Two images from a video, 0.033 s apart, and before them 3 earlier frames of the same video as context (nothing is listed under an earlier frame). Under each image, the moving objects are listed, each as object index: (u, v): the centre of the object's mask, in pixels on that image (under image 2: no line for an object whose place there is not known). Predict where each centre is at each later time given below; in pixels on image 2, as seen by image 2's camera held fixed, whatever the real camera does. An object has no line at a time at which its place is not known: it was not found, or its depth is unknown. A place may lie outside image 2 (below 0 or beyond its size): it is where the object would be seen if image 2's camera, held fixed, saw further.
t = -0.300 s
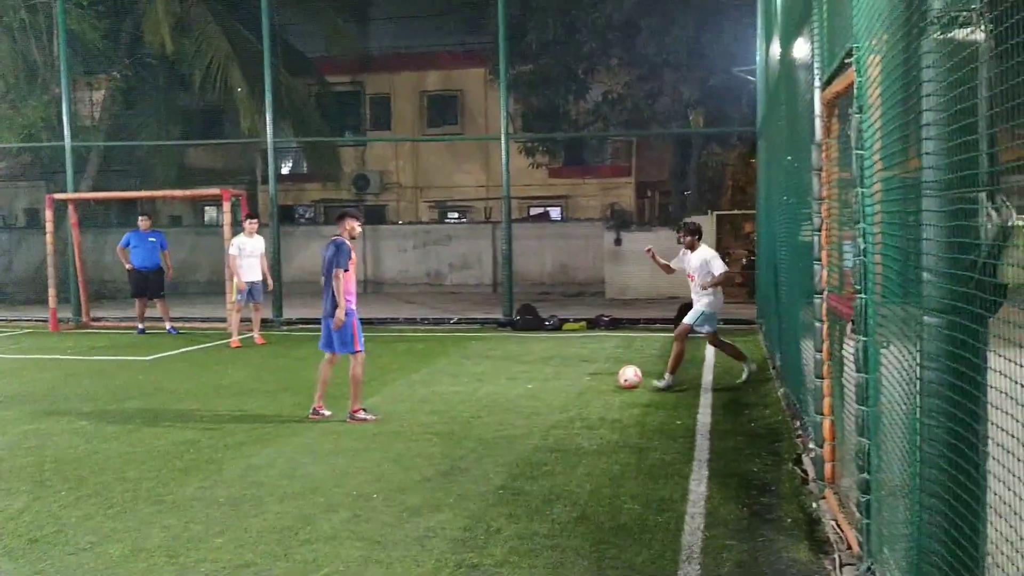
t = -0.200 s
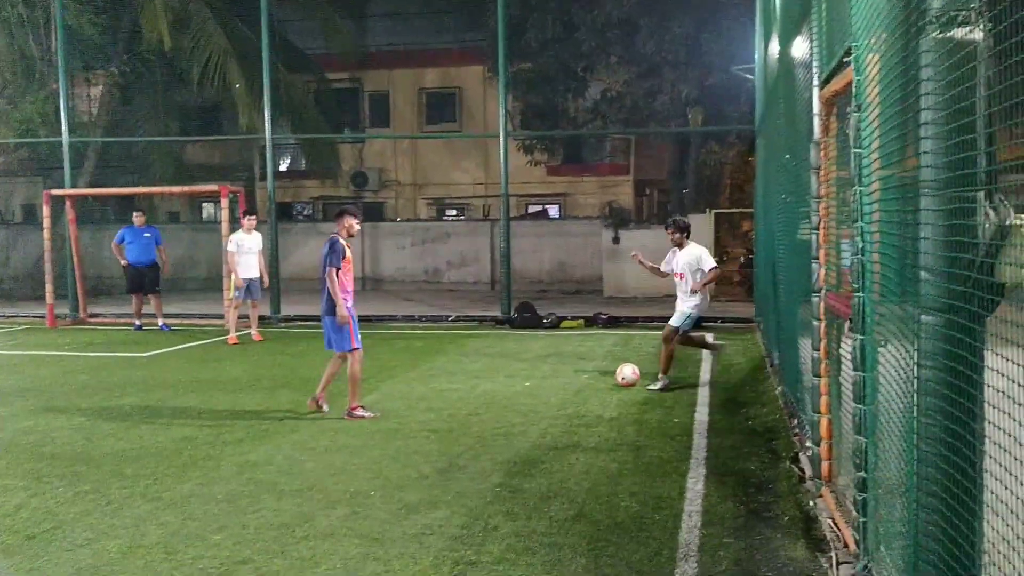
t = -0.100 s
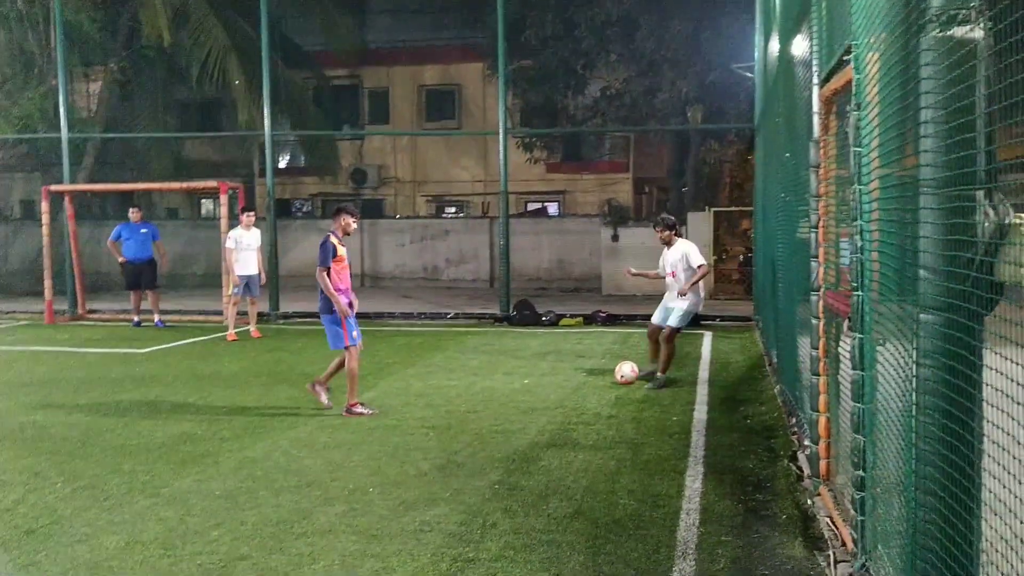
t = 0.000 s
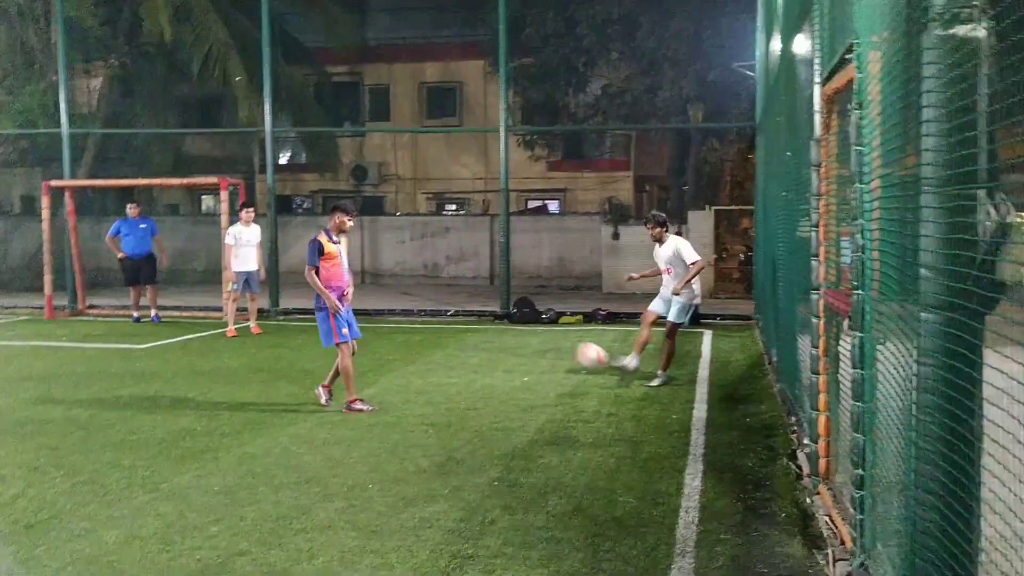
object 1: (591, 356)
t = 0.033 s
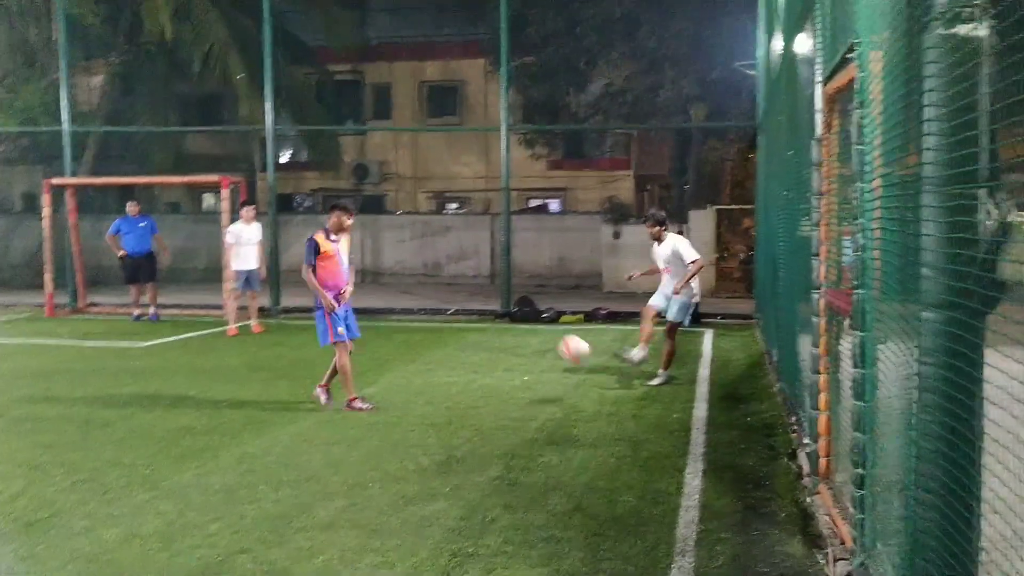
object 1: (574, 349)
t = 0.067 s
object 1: (556, 344)
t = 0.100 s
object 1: (536, 340)
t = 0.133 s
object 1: (514, 337)
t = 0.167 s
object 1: (493, 336)
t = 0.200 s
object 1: (468, 335)
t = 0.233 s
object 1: (443, 337)
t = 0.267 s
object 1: (421, 339)
